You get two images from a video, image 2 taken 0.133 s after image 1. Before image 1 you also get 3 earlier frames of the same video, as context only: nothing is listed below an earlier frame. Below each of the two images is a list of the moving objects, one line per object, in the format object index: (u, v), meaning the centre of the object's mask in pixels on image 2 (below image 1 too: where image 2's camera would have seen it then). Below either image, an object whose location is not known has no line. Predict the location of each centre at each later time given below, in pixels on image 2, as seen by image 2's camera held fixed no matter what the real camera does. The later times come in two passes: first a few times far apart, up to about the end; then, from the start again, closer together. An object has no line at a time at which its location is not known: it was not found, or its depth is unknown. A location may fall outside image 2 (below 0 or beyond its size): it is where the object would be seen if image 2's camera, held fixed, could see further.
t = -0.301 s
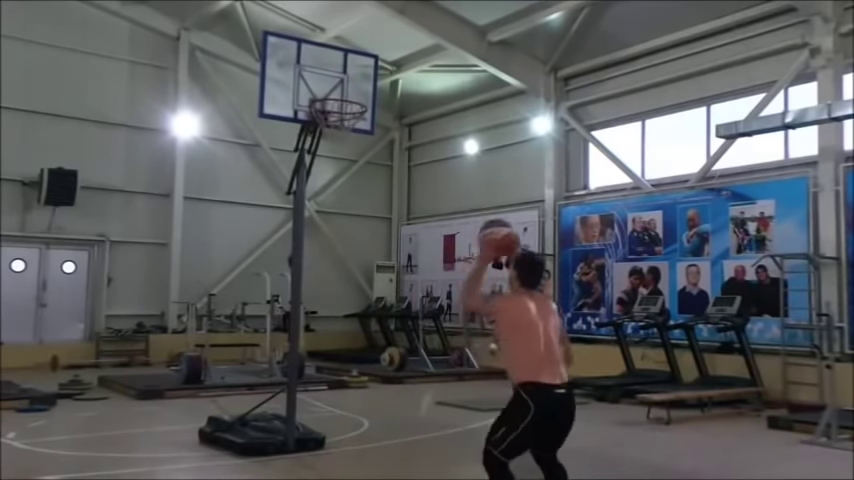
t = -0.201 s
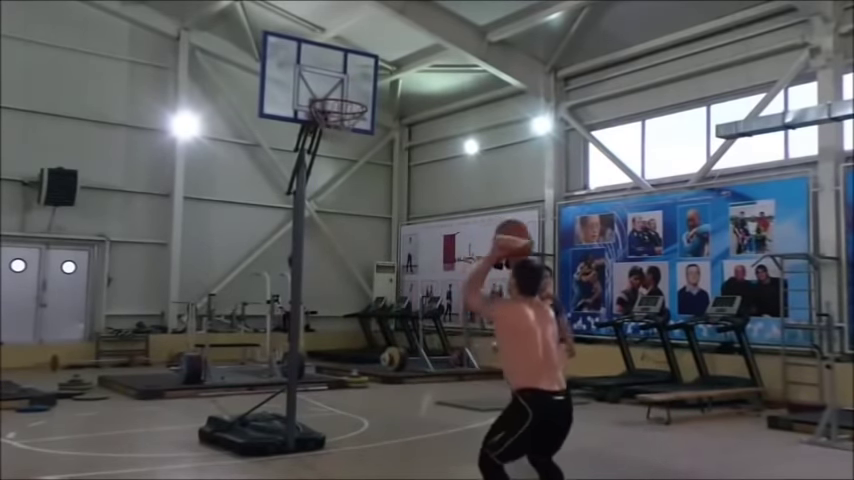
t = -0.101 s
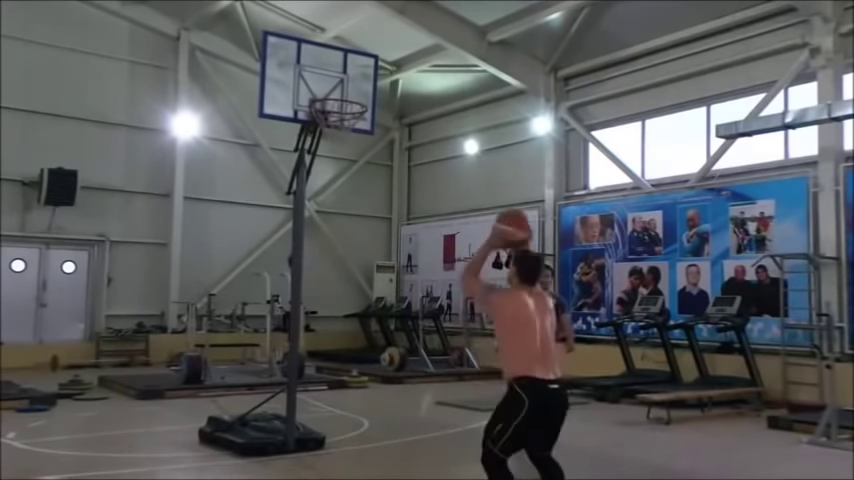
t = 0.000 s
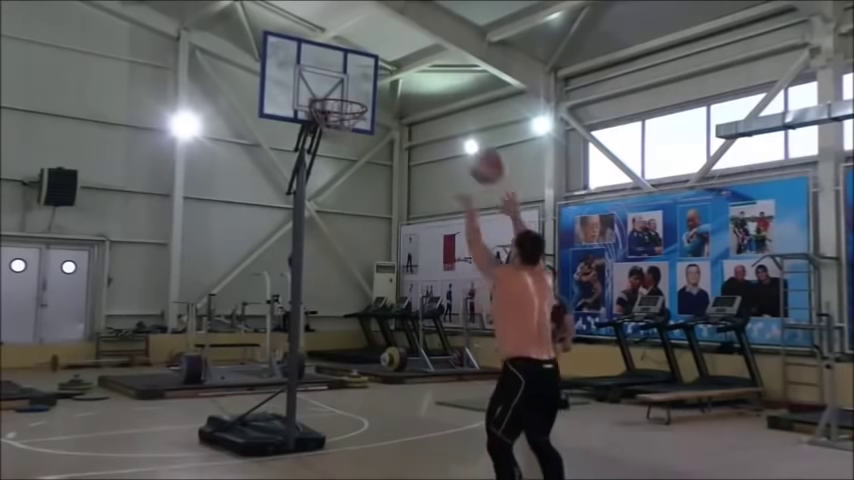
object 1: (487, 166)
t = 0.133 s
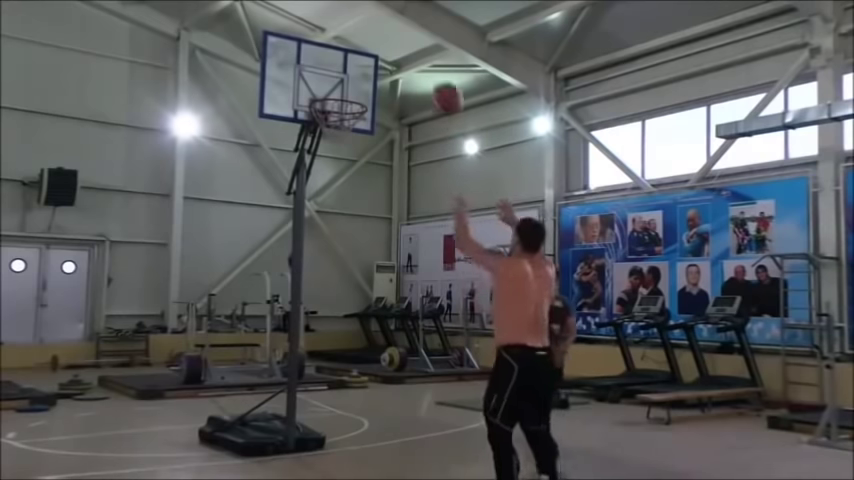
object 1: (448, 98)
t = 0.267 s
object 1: (408, 66)
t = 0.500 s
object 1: (357, 63)
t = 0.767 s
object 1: (331, 86)
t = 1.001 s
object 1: (351, 84)
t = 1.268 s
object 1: (373, 116)
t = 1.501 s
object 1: (393, 225)
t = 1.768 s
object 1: (414, 469)
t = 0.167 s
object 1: (436, 87)
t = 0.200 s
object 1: (426, 79)
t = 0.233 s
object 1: (417, 72)
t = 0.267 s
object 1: (408, 66)
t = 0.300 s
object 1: (401, 61)
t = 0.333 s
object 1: (393, 58)
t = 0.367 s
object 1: (386, 57)
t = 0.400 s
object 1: (378, 56)
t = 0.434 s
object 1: (371, 57)
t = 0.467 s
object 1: (364, 59)
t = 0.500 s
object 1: (357, 63)
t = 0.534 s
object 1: (350, 67)
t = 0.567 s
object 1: (343, 73)
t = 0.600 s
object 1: (337, 80)
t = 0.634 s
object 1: (330, 87)
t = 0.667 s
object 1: (326, 95)
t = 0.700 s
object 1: (325, 94)
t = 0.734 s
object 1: (328, 91)
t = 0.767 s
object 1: (331, 86)
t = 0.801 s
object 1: (334, 84)
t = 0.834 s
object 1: (337, 83)
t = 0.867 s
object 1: (339, 84)
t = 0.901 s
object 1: (341, 85)
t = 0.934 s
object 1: (345, 86)
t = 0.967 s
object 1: (348, 86)
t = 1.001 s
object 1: (351, 84)
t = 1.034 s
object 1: (352, 84)
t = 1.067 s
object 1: (355, 83)
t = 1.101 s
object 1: (358, 85)
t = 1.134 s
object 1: (362, 89)
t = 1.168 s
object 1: (364, 92)
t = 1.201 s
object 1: (367, 99)
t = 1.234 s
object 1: (370, 107)
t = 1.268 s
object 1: (373, 116)
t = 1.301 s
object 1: (378, 126)
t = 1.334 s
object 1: (381, 141)
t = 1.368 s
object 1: (382, 154)
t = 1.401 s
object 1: (383, 172)
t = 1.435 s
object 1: (386, 188)
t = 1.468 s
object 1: (391, 205)
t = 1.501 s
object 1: (393, 225)
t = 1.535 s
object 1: (398, 247)
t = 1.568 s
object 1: (401, 272)
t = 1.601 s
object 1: (402, 303)
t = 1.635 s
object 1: (404, 329)
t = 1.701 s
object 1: (412, 396)
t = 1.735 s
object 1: (413, 432)
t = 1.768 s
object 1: (414, 469)
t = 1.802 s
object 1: (417, 471)
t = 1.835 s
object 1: (425, 450)
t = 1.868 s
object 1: (430, 424)
